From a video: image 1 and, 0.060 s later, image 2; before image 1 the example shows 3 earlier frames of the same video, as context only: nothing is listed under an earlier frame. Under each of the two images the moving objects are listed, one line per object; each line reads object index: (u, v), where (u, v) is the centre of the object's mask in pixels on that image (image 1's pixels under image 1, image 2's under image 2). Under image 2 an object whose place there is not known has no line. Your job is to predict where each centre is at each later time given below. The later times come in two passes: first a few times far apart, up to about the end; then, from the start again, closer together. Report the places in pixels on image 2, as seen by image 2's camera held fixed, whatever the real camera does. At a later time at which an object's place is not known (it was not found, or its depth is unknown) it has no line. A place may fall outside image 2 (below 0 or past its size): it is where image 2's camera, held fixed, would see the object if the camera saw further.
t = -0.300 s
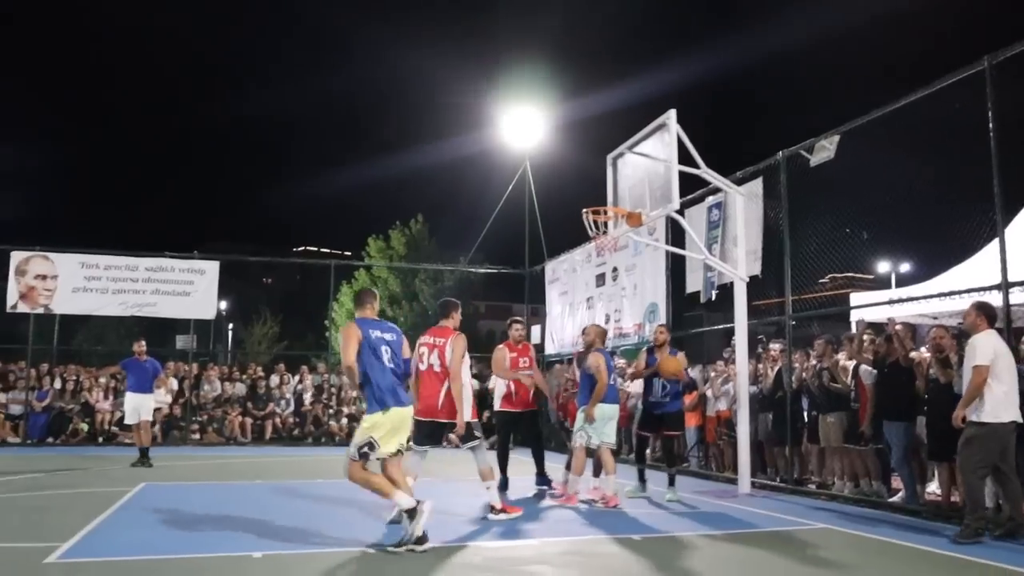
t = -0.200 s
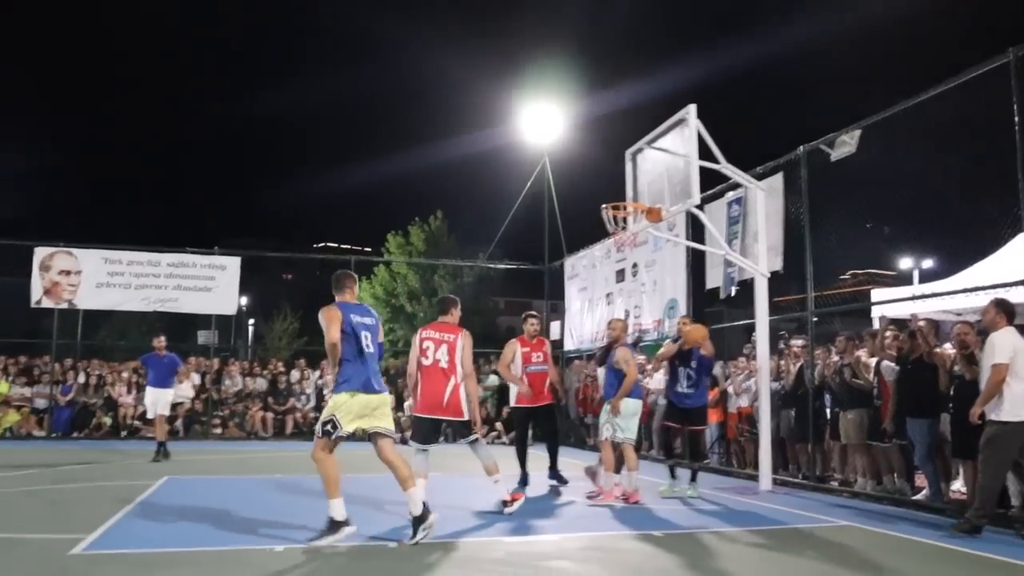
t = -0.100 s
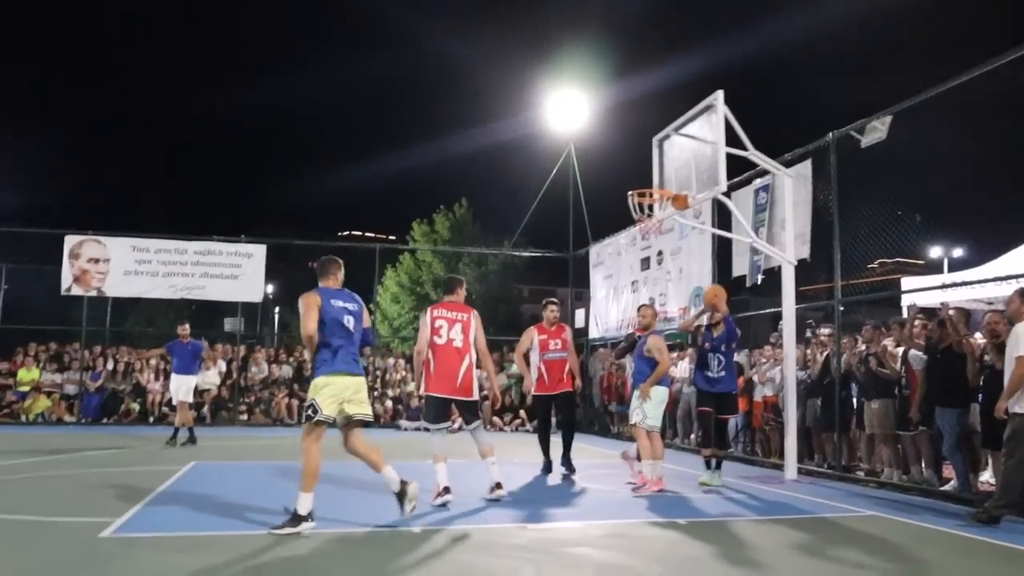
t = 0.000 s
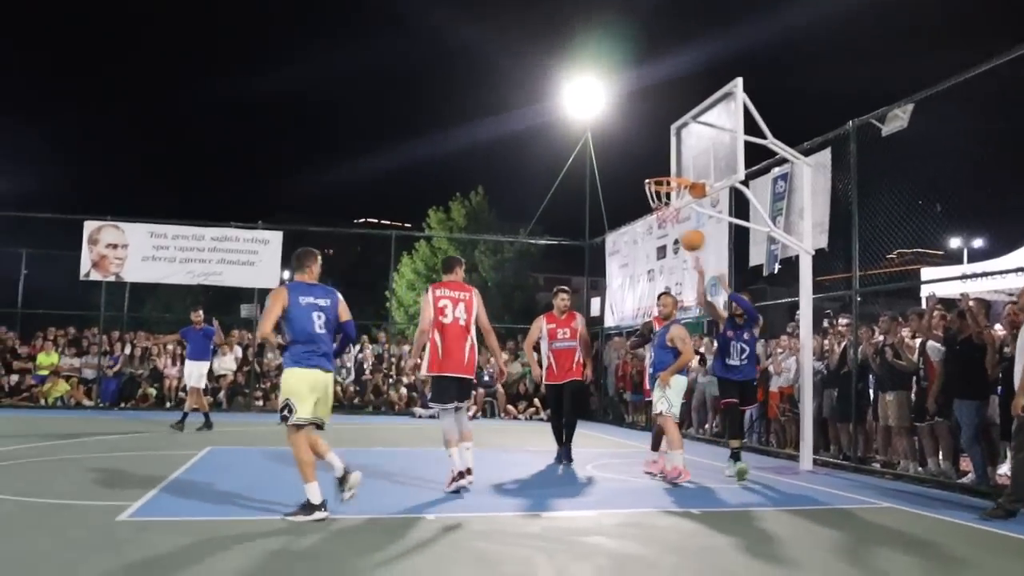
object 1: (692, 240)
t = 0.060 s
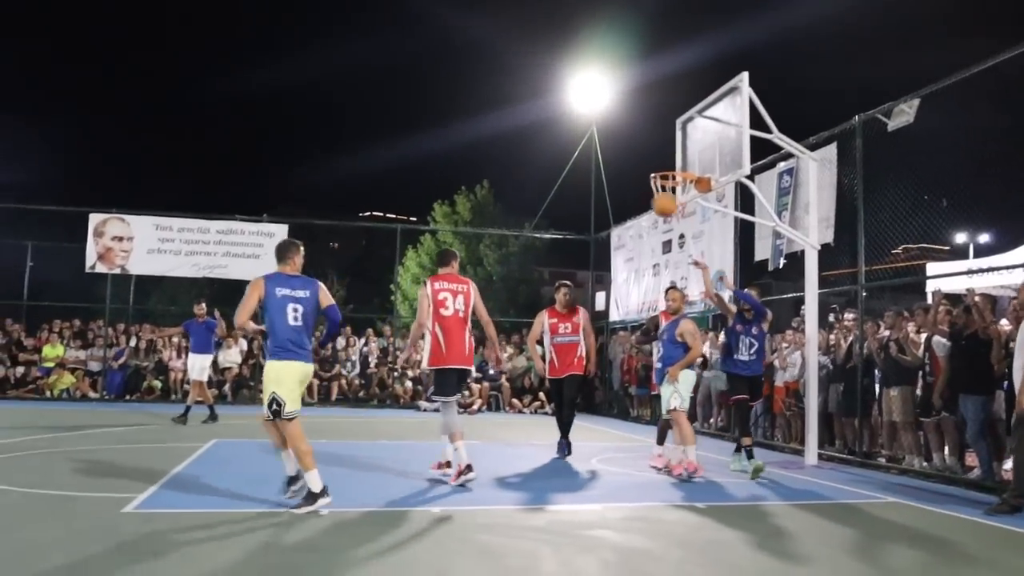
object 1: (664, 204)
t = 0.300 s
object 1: (528, 123)
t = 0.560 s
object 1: (375, 97)
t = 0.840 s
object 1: (199, 145)
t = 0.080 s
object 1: (652, 196)
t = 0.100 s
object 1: (641, 188)
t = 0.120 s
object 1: (631, 180)
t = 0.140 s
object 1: (619, 173)
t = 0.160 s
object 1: (609, 165)
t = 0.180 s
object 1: (598, 158)
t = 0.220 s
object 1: (575, 145)
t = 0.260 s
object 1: (552, 134)
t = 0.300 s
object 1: (528, 123)
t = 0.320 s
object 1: (517, 119)
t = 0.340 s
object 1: (505, 116)
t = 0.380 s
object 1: (483, 109)
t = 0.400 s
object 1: (471, 105)
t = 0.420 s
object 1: (458, 103)
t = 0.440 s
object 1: (447, 101)
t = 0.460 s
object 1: (435, 99)
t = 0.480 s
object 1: (423, 98)
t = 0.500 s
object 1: (411, 97)
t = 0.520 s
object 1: (399, 97)
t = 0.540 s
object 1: (387, 97)
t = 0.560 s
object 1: (375, 97)
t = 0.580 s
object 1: (363, 98)
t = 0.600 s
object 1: (351, 100)
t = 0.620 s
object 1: (339, 101)
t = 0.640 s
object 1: (326, 103)
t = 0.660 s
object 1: (314, 105)
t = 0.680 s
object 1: (301, 108)
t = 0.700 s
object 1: (289, 111)
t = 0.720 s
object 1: (276, 115)
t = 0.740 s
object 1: (263, 119)
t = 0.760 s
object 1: (251, 123)
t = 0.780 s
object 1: (238, 128)
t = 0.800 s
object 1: (225, 133)
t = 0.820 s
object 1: (212, 139)
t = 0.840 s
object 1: (199, 145)
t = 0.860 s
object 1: (186, 152)
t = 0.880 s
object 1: (173, 159)
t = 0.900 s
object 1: (159, 166)
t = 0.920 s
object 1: (146, 174)
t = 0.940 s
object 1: (132, 182)
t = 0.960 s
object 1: (119, 191)
